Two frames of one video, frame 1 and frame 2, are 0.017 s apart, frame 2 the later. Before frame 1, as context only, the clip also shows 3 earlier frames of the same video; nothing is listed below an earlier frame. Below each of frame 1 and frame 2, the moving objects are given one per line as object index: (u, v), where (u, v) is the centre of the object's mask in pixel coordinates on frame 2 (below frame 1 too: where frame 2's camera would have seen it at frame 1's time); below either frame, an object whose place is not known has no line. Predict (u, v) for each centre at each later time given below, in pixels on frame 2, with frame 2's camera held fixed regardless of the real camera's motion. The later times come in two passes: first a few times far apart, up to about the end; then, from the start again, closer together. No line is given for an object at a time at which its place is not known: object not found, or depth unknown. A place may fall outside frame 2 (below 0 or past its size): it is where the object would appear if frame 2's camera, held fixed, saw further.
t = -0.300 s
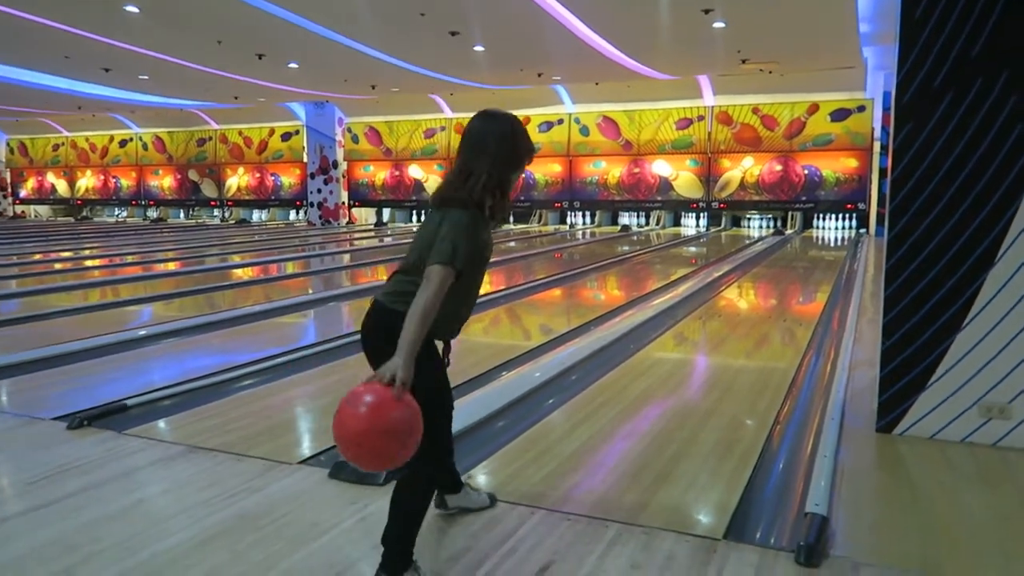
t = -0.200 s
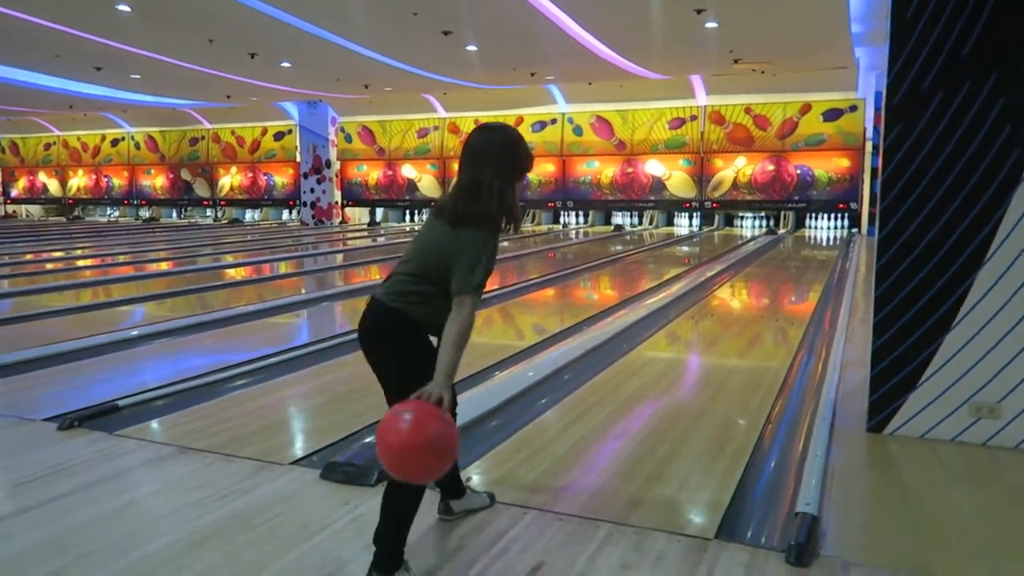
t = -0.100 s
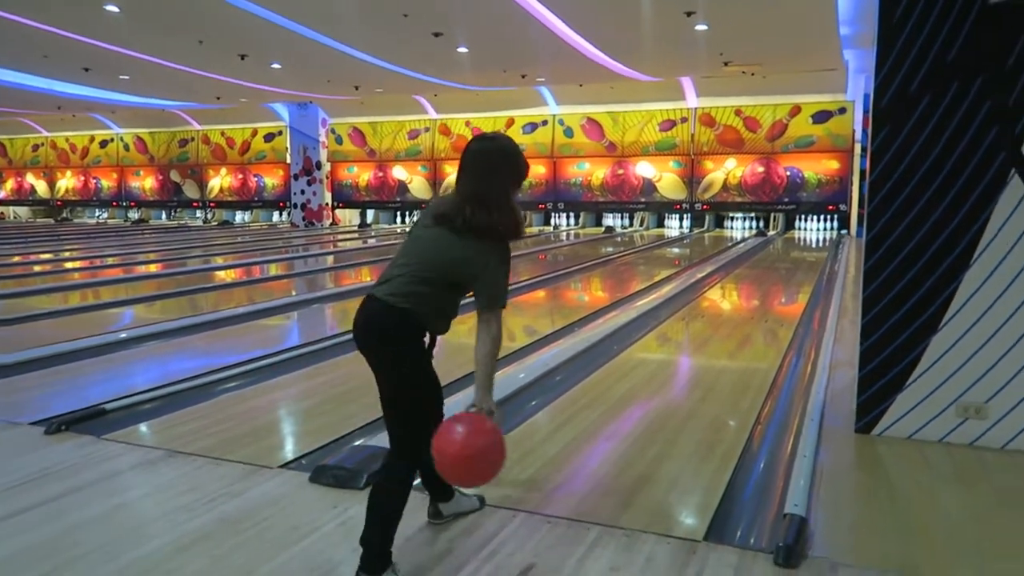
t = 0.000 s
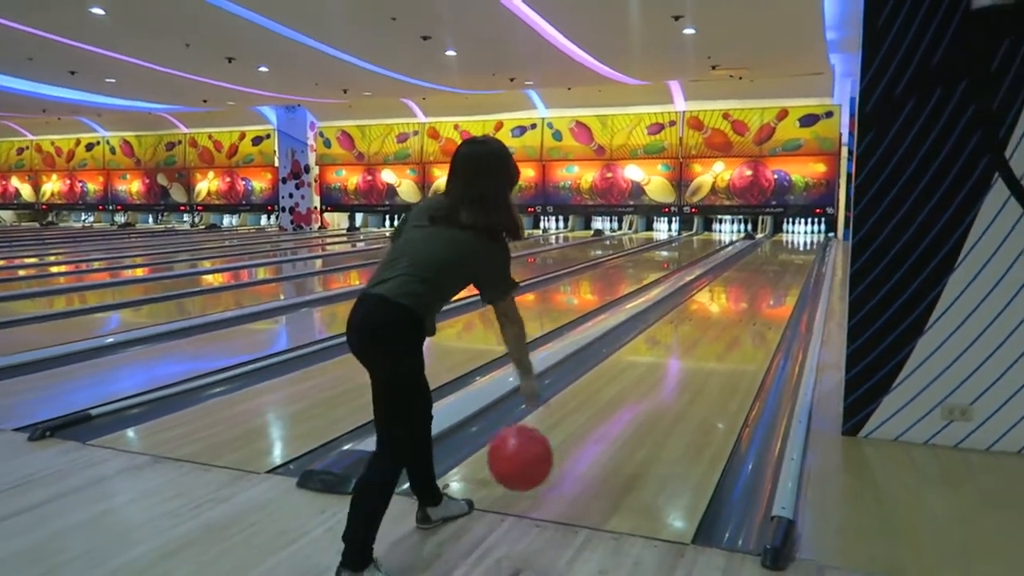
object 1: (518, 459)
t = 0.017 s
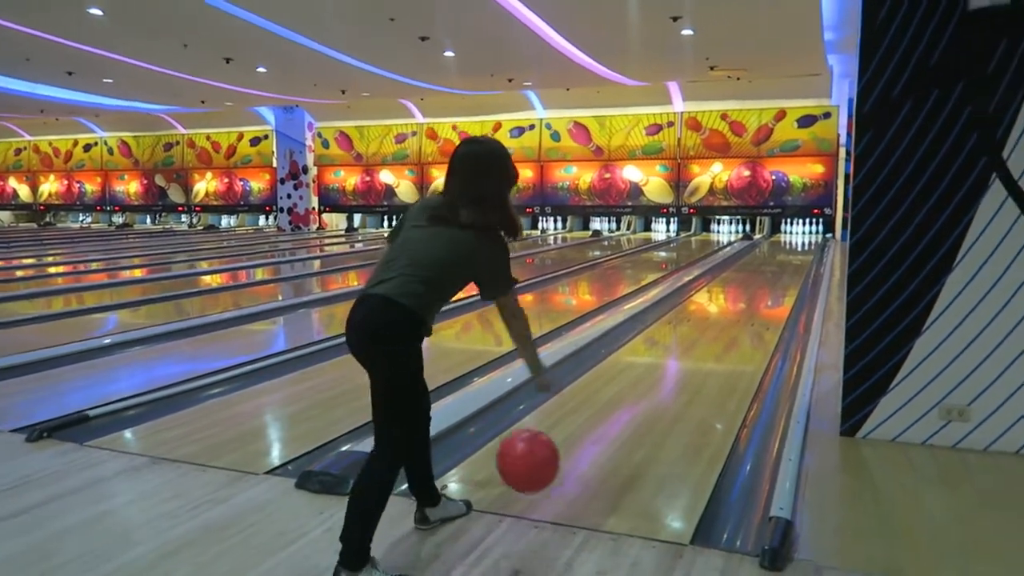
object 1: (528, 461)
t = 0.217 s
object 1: (613, 431)
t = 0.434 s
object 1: (671, 398)
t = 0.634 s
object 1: (708, 369)
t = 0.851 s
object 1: (735, 346)
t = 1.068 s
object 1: (757, 329)
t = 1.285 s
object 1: (772, 315)
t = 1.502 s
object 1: (783, 304)
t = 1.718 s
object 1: (792, 296)
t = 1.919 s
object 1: (799, 290)
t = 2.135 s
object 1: (808, 289)
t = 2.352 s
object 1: (810, 284)
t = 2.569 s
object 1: (812, 278)
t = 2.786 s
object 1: (814, 274)
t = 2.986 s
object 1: (816, 270)
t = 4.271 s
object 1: (824, 252)
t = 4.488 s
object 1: (824, 249)
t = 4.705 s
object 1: (826, 248)
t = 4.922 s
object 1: (826, 246)
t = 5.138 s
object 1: (827, 245)
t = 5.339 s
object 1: (826, 243)
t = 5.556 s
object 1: (826, 241)
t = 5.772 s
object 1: (827, 239)
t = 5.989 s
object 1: (827, 237)
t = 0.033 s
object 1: (537, 463)
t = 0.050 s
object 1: (546, 466)
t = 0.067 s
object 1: (553, 470)
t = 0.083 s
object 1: (561, 475)
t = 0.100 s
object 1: (569, 477)
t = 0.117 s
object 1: (576, 467)
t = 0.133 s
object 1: (583, 459)
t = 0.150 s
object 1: (589, 452)
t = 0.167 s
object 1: (595, 445)
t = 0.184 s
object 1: (601, 440)
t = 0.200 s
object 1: (607, 435)
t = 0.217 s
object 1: (613, 431)
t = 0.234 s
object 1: (618, 427)
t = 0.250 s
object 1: (624, 424)
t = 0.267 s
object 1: (629, 422)
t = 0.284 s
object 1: (634, 421)
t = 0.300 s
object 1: (639, 421)
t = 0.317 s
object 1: (643, 420)
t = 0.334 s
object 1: (648, 415)
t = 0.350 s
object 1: (652, 410)
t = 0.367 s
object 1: (656, 406)
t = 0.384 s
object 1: (660, 403)
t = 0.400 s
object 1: (664, 401)
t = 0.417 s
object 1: (667, 399)
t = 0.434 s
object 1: (671, 398)
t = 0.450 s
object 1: (675, 394)
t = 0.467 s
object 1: (678, 391)
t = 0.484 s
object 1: (681, 389)
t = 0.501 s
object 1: (685, 387)
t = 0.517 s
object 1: (688, 384)
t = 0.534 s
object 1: (691, 382)
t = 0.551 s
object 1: (694, 380)
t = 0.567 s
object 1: (697, 378)
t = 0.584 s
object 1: (700, 375)
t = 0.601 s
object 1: (703, 373)
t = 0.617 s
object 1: (706, 370)
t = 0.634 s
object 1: (708, 369)
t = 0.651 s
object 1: (711, 366)
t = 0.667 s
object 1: (714, 364)
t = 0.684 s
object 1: (716, 362)
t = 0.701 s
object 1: (718, 360)
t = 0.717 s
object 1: (721, 359)
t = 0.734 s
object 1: (723, 357)
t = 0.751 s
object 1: (725, 355)
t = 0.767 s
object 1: (727, 354)
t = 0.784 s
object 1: (729, 352)
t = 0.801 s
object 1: (731, 351)
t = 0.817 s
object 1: (732, 349)
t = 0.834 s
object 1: (733, 348)
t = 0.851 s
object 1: (735, 346)
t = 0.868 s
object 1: (738, 345)
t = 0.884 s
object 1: (739, 343)
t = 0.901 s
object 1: (742, 341)
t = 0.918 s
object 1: (744, 340)
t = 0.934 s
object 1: (745, 339)
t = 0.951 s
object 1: (747, 338)
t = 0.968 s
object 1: (748, 336)
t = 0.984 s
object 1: (750, 335)
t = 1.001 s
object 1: (751, 334)
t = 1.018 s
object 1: (753, 333)
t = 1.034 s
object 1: (754, 332)
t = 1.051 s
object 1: (755, 330)
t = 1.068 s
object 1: (757, 329)
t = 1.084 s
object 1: (759, 327)
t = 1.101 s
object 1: (760, 326)
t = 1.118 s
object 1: (761, 326)
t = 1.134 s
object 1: (762, 324)
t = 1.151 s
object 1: (764, 323)
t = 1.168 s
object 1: (764, 322)
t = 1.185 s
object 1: (766, 321)
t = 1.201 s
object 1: (767, 320)
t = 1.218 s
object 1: (768, 319)
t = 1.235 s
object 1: (769, 318)
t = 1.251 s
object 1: (770, 317)
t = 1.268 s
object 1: (771, 316)
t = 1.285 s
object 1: (772, 315)
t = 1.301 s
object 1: (773, 315)
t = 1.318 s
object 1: (774, 314)
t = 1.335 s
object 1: (775, 313)
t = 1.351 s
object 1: (776, 312)
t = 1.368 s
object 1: (776, 311)
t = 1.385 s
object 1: (777, 310)
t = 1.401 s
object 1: (778, 309)
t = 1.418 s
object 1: (779, 309)
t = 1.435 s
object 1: (780, 308)
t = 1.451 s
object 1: (781, 307)
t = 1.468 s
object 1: (781, 306)
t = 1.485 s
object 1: (782, 305)
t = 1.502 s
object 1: (783, 304)
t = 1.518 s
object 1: (784, 304)
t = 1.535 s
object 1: (785, 303)
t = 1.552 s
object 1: (785, 302)
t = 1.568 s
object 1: (786, 302)
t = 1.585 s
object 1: (787, 301)
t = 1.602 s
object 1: (788, 300)
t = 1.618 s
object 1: (788, 299)
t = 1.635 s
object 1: (788, 299)
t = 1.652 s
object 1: (789, 299)
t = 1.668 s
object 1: (790, 297)
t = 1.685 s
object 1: (791, 297)
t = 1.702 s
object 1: (792, 296)
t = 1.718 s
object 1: (792, 296)
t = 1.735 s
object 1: (793, 295)
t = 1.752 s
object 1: (794, 295)
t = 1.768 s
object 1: (794, 294)
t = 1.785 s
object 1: (794, 293)
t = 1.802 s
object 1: (795, 293)
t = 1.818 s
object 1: (795, 293)
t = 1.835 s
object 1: (796, 292)
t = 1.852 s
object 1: (797, 291)
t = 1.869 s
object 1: (797, 291)
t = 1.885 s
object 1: (798, 291)
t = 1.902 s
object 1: (799, 290)
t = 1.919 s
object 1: (799, 290)
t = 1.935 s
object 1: (800, 289)
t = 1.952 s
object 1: (800, 289)
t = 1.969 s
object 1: (801, 289)
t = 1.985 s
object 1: (801, 289)
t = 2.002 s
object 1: (803, 288)
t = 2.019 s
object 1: (803, 288)
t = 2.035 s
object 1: (804, 288)
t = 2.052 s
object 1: (805, 289)
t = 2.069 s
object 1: (807, 289)
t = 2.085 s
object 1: (807, 290)
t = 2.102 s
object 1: (808, 290)
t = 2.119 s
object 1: (808, 289)
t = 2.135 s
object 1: (808, 289)
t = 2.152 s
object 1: (808, 288)
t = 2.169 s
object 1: (808, 287)
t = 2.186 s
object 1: (809, 288)
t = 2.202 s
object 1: (809, 287)
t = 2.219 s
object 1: (809, 287)
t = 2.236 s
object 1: (809, 286)
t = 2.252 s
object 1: (809, 286)
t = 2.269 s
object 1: (809, 286)
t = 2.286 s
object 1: (810, 286)
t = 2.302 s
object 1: (810, 285)
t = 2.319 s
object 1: (809, 285)
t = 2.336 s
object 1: (810, 284)
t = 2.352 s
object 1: (810, 284)
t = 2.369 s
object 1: (810, 282)
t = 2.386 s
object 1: (810, 282)
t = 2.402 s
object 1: (810, 282)
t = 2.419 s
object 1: (811, 281)
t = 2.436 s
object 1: (811, 281)
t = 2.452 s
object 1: (811, 281)
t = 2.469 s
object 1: (811, 281)
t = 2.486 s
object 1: (811, 280)
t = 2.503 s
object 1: (812, 280)
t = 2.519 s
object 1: (812, 279)
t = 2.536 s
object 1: (812, 278)
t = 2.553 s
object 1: (812, 278)
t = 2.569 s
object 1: (812, 278)
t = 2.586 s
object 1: (812, 278)
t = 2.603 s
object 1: (812, 277)
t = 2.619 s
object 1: (812, 278)
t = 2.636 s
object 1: (812, 276)
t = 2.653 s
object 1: (812, 276)
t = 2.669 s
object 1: (813, 276)
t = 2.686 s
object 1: (813, 275)
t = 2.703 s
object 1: (813, 275)
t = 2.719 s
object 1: (813, 275)
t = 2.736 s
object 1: (814, 274)
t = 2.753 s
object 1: (813, 274)
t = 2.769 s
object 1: (813, 274)
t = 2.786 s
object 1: (814, 274)
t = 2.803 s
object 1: (814, 273)
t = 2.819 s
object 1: (814, 273)
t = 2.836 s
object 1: (814, 273)
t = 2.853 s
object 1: (814, 273)
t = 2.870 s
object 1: (815, 272)
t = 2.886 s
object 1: (815, 272)
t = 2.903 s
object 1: (815, 272)
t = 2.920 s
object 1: (815, 271)
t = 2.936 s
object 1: (815, 271)
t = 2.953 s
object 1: (816, 271)
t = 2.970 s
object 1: (815, 271)
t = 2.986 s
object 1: (816, 270)
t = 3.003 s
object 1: (816, 270)
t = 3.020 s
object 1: (816, 270)
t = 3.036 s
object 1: (816, 269)
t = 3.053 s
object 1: (817, 268)
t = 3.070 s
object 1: (817, 268)
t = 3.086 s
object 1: (817, 268)
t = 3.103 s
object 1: (817, 268)
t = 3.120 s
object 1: (817, 268)
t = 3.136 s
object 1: (817, 268)
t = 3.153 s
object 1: (817, 267)
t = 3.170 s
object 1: (817, 267)
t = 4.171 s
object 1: (823, 254)
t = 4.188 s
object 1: (823, 253)
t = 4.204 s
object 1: (823, 253)
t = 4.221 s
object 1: (823, 253)
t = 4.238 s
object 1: (824, 253)
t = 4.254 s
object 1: (824, 252)
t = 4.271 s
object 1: (824, 252)
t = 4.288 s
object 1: (824, 252)
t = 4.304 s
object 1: (825, 251)
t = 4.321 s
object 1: (824, 251)
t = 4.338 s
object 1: (824, 251)
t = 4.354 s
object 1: (823, 251)
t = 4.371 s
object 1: (824, 251)
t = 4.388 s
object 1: (824, 251)
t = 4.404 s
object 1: (824, 250)
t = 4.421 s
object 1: (824, 250)
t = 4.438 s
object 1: (824, 251)
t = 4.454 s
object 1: (824, 251)
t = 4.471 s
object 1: (824, 251)
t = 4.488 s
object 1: (824, 249)
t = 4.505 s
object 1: (824, 249)
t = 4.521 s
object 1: (825, 249)
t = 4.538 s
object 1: (825, 249)
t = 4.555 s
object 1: (824, 249)
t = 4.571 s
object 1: (825, 249)
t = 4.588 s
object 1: (825, 249)
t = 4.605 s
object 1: (826, 249)
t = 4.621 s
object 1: (826, 248)
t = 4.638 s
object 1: (826, 248)
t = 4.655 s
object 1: (826, 248)
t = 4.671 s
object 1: (826, 247)
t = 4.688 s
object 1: (827, 247)
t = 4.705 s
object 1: (826, 248)
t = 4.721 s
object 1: (826, 247)
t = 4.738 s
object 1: (826, 247)
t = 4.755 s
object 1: (827, 247)
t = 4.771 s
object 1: (826, 247)
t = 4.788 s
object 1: (826, 247)
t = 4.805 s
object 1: (826, 247)
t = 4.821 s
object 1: (827, 246)
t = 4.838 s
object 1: (826, 246)
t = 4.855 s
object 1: (827, 246)
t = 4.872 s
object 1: (826, 246)
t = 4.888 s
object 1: (826, 247)
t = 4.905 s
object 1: (826, 246)
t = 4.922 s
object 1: (826, 246)
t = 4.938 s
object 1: (826, 245)
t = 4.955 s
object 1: (826, 245)
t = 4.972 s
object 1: (826, 245)
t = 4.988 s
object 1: (826, 245)
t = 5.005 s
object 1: (826, 245)
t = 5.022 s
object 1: (826, 245)
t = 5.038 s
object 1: (826, 245)
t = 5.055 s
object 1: (826, 245)
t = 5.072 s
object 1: (826, 245)
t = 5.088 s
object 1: (826, 245)
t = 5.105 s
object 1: (827, 245)
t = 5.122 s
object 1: (826, 245)
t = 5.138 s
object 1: (827, 245)
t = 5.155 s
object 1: (826, 245)
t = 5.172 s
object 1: (827, 243)
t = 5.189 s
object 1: (826, 244)
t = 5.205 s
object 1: (826, 244)
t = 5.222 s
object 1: (826, 244)
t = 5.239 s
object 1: (826, 244)
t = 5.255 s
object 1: (827, 243)
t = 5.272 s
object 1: (827, 243)
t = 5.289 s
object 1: (826, 243)
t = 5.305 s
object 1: (827, 243)
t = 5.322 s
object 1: (826, 243)
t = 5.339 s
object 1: (826, 243)
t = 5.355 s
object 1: (827, 243)
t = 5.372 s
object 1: (826, 243)
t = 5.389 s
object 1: (827, 243)
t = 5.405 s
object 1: (827, 242)
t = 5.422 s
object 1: (826, 243)
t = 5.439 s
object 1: (827, 242)
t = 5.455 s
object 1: (827, 241)
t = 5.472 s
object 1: (826, 242)
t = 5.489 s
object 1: (826, 242)
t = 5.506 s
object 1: (827, 242)
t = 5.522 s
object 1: (827, 241)
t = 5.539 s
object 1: (827, 241)
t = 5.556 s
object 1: (826, 241)
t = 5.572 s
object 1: (827, 241)
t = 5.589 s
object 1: (827, 241)
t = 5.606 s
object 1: (827, 240)
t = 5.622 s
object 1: (826, 241)
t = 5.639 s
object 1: (827, 241)
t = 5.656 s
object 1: (827, 240)
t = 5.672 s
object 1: (827, 239)
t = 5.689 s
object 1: (827, 239)
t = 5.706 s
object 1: (828, 239)
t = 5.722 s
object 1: (828, 239)
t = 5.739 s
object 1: (827, 239)
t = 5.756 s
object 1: (828, 239)
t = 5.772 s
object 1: (827, 239)
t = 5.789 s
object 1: (827, 238)
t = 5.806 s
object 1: (828, 238)
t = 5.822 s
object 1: (827, 238)
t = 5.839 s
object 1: (827, 238)
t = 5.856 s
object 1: (827, 238)
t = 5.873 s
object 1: (827, 237)
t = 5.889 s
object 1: (827, 238)
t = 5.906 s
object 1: (827, 238)
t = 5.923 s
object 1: (827, 237)
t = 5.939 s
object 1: (827, 237)
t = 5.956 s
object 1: (827, 237)
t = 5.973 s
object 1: (827, 237)
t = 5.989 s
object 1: (827, 237)
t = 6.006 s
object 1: (827, 237)
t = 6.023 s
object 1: (827, 236)
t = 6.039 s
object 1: (827, 236)
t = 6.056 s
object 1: (828, 236)
